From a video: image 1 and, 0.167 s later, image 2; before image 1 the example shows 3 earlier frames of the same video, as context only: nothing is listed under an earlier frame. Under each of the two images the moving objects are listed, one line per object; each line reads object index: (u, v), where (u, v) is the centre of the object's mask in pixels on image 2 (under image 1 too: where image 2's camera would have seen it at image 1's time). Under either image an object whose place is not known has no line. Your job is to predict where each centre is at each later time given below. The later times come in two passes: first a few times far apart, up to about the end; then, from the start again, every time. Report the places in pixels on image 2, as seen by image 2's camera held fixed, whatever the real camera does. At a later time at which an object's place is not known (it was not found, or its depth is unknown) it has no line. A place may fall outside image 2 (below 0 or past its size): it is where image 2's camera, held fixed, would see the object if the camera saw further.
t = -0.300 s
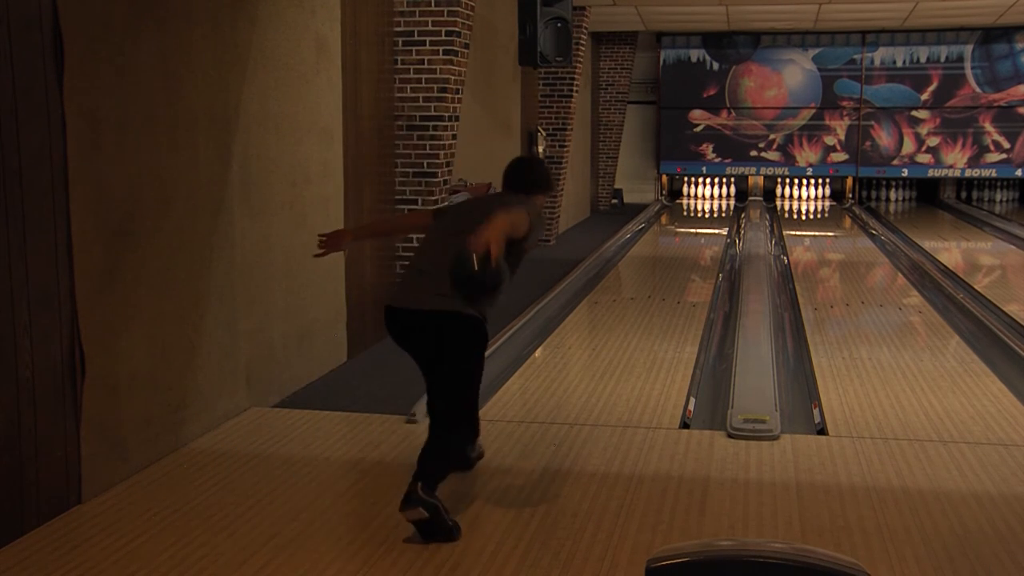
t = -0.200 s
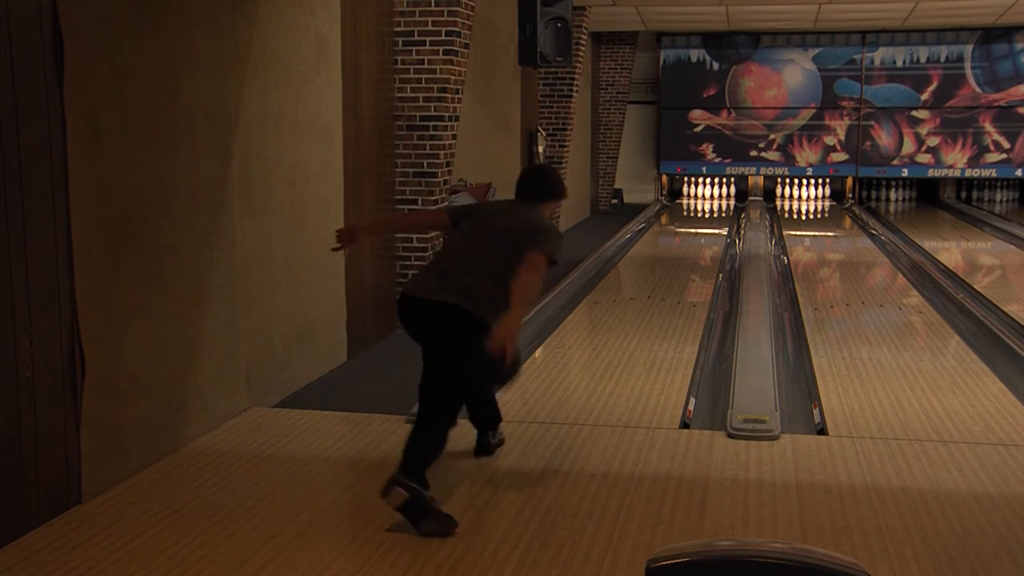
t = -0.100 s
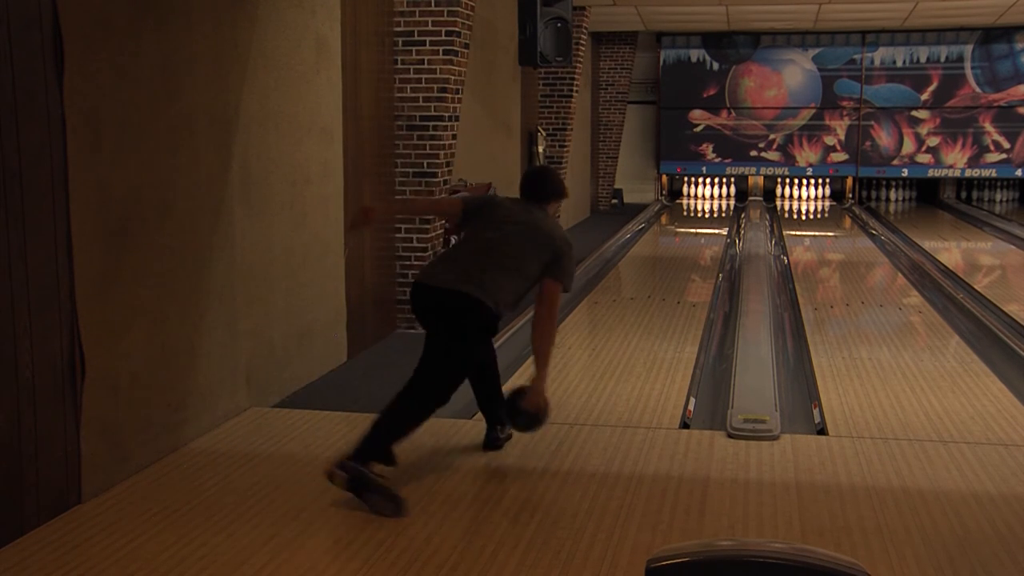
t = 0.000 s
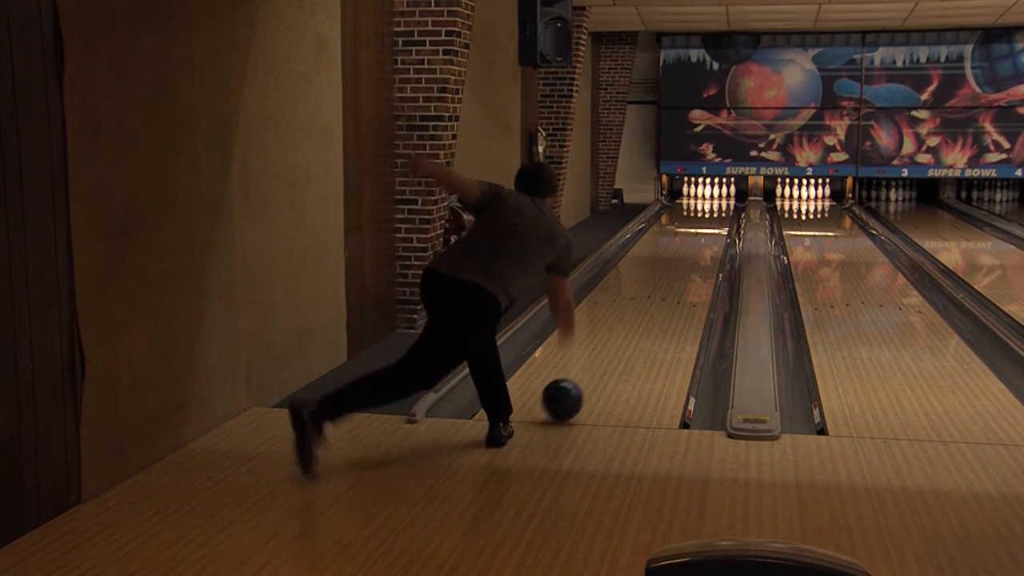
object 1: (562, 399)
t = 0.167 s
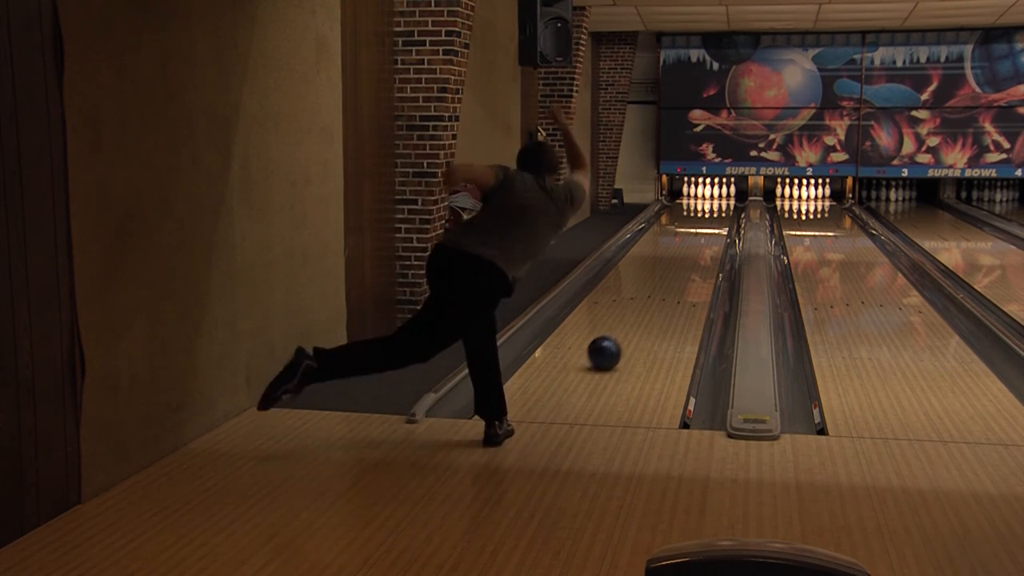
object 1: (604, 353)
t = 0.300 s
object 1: (628, 324)
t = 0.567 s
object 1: (662, 284)
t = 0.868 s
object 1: (686, 254)
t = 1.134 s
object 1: (700, 235)
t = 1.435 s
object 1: (711, 220)
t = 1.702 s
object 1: (715, 210)
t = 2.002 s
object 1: (714, 201)
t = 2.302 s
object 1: (709, 194)
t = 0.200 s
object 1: (611, 345)
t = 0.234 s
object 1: (617, 338)
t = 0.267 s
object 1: (623, 331)
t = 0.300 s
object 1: (628, 324)
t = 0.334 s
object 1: (633, 318)
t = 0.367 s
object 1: (638, 312)
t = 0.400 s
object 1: (643, 307)
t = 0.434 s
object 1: (647, 302)
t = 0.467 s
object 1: (651, 297)
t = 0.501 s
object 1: (655, 293)
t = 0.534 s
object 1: (658, 288)
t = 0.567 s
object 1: (662, 284)
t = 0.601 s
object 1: (665, 281)
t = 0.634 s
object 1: (668, 277)
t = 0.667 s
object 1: (670, 273)
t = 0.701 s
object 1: (674, 270)
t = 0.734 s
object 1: (676, 266)
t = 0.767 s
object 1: (679, 263)
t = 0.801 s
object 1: (681, 260)
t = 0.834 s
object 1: (684, 257)
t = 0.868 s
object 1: (686, 254)
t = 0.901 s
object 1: (688, 251)
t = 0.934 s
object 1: (690, 249)
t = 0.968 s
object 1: (692, 246)
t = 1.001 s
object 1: (694, 244)
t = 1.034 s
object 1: (696, 242)
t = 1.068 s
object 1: (697, 239)
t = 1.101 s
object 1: (699, 237)
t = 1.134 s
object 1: (700, 235)
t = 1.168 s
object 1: (702, 233)
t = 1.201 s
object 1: (703, 231)
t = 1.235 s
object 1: (704, 230)
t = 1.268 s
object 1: (705, 228)
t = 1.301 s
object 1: (707, 226)
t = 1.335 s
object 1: (708, 225)
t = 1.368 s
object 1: (709, 223)
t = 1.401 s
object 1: (710, 221)
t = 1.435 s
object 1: (711, 220)
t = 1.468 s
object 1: (711, 219)
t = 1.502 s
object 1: (712, 217)
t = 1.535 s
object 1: (713, 216)
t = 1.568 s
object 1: (714, 214)
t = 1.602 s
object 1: (714, 213)
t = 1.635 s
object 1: (714, 212)
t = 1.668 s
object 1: (715, 211)
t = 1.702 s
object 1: (715, 210)
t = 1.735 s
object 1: (715, 208)
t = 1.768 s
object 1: (715, 208)
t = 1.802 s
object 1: (715, 206)
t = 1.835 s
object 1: (715, 205)
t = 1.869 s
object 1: (715, 204)
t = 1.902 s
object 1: (715, 203)
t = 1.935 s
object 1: (715, 203)
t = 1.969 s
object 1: (715, 202)
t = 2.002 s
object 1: (714, 201)
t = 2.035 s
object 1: (714, 200)
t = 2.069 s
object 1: (714, 199)
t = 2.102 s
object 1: (713, 198)
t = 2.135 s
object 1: (713, 197)
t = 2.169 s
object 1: (712, 196)
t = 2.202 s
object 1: (711, 196)
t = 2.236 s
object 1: (710, 195)
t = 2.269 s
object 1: (710, 195)
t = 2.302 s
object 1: (709, 194)
